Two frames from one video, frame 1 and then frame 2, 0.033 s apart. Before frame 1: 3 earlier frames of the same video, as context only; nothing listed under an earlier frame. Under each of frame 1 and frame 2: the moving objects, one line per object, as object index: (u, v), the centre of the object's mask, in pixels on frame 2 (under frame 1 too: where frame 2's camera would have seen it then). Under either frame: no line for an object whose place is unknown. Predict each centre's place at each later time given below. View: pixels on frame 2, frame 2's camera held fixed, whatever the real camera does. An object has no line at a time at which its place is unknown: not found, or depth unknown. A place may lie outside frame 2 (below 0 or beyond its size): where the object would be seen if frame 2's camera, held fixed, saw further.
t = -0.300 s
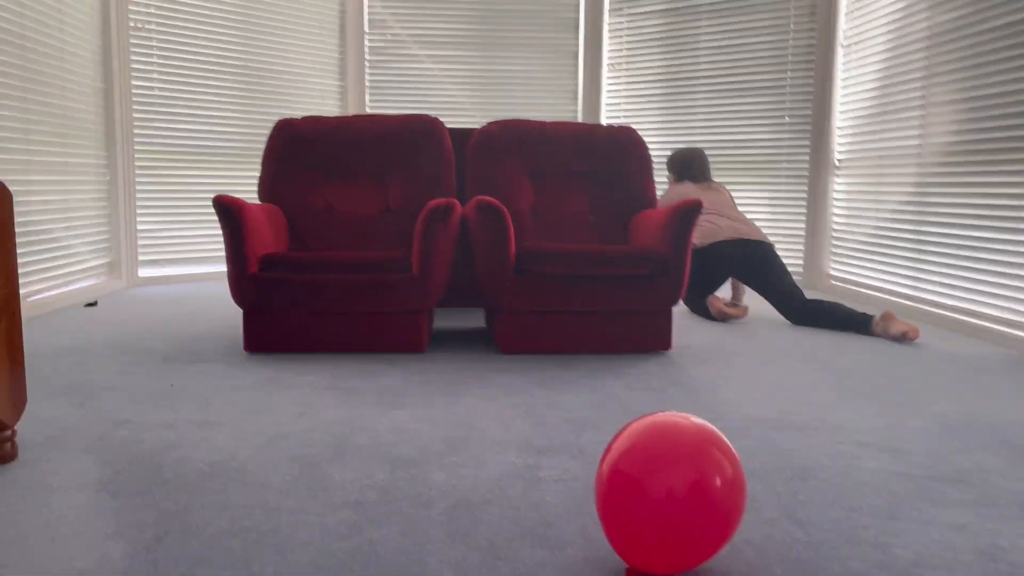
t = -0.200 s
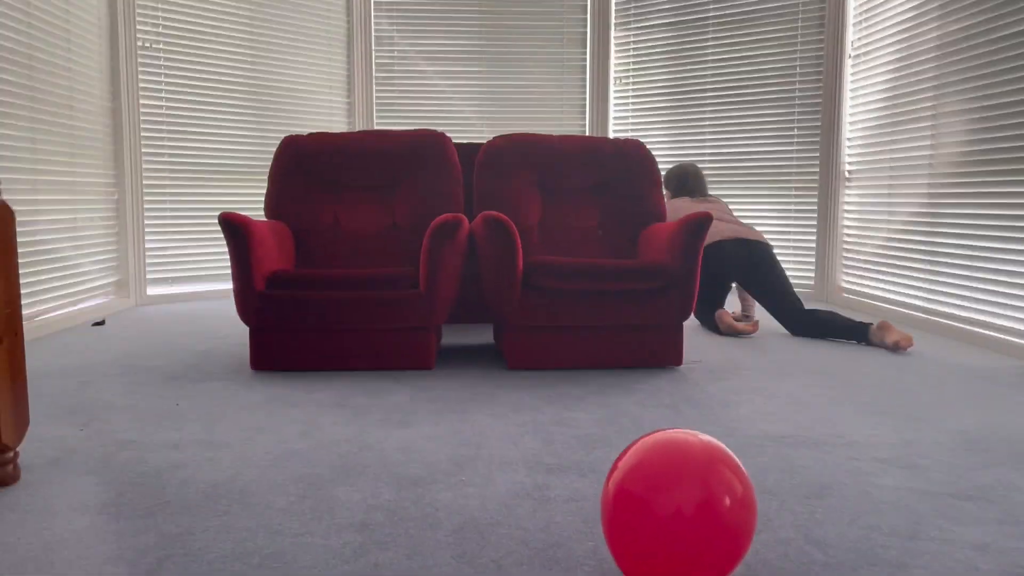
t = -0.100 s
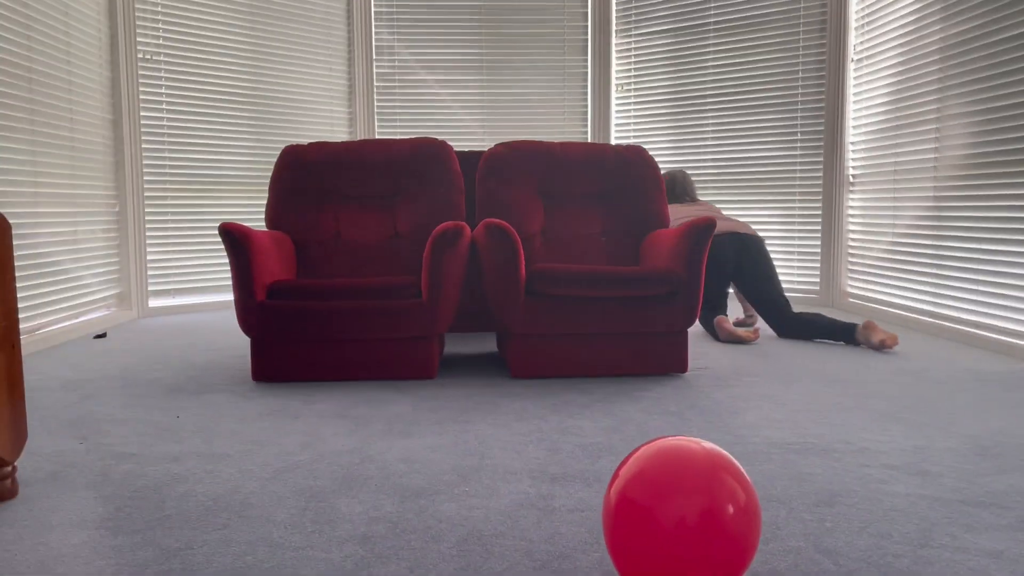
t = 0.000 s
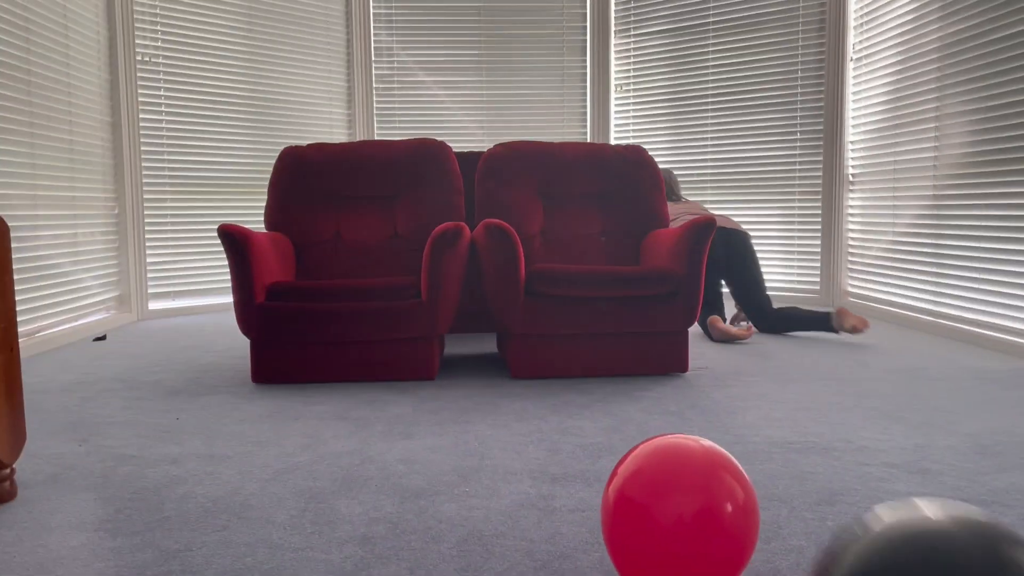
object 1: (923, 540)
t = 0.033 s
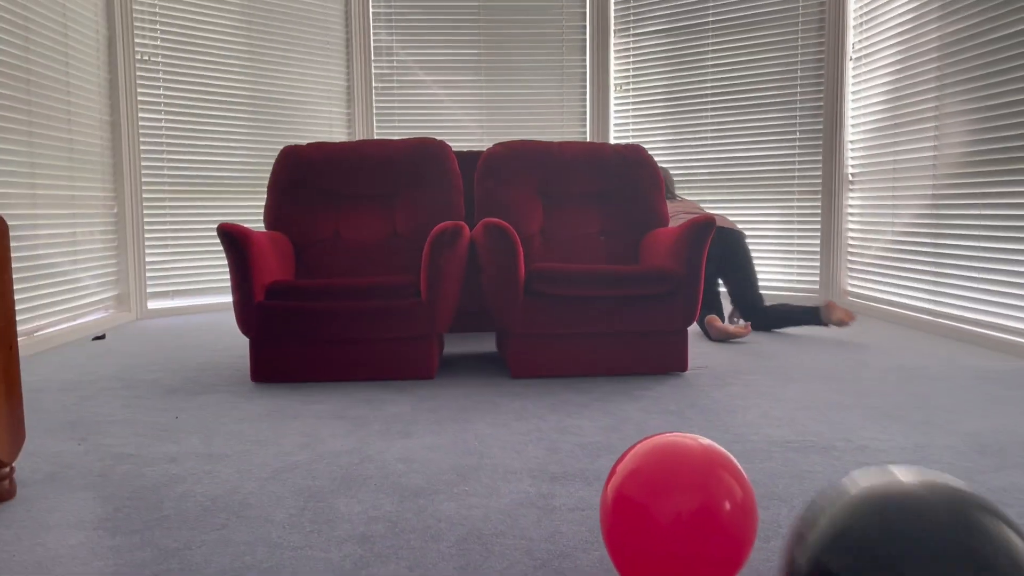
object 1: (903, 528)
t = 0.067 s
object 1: (887, 520)
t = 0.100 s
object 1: (872, 513)
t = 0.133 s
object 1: (855, 508)
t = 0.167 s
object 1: (841, 503)
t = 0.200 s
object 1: (829, 501)
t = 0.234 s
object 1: (817, 499)
